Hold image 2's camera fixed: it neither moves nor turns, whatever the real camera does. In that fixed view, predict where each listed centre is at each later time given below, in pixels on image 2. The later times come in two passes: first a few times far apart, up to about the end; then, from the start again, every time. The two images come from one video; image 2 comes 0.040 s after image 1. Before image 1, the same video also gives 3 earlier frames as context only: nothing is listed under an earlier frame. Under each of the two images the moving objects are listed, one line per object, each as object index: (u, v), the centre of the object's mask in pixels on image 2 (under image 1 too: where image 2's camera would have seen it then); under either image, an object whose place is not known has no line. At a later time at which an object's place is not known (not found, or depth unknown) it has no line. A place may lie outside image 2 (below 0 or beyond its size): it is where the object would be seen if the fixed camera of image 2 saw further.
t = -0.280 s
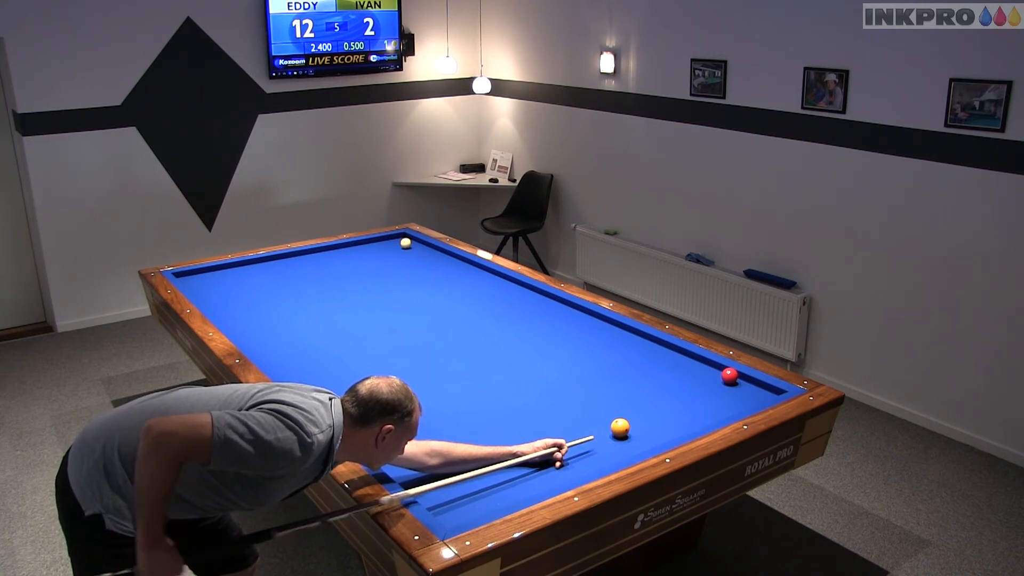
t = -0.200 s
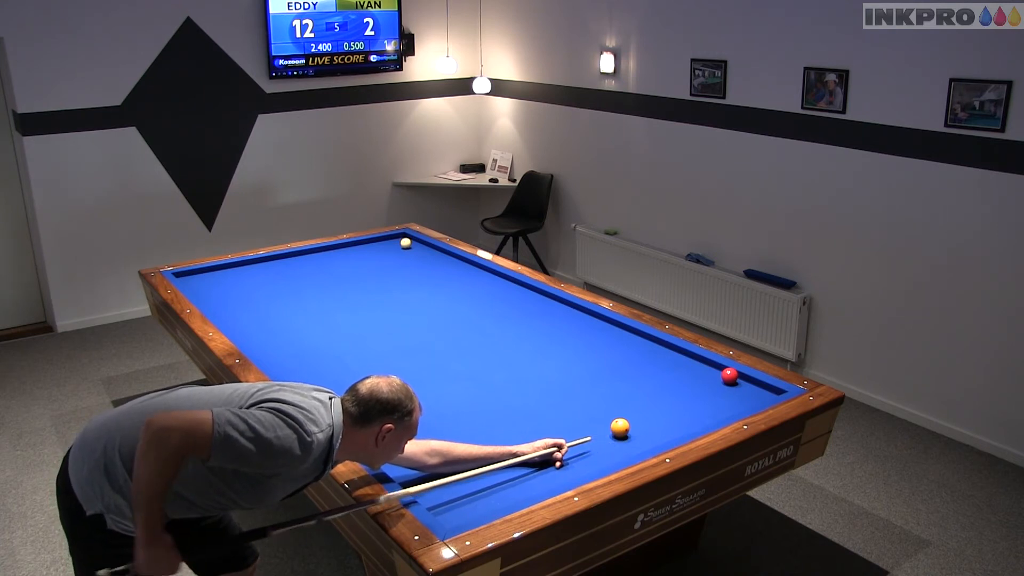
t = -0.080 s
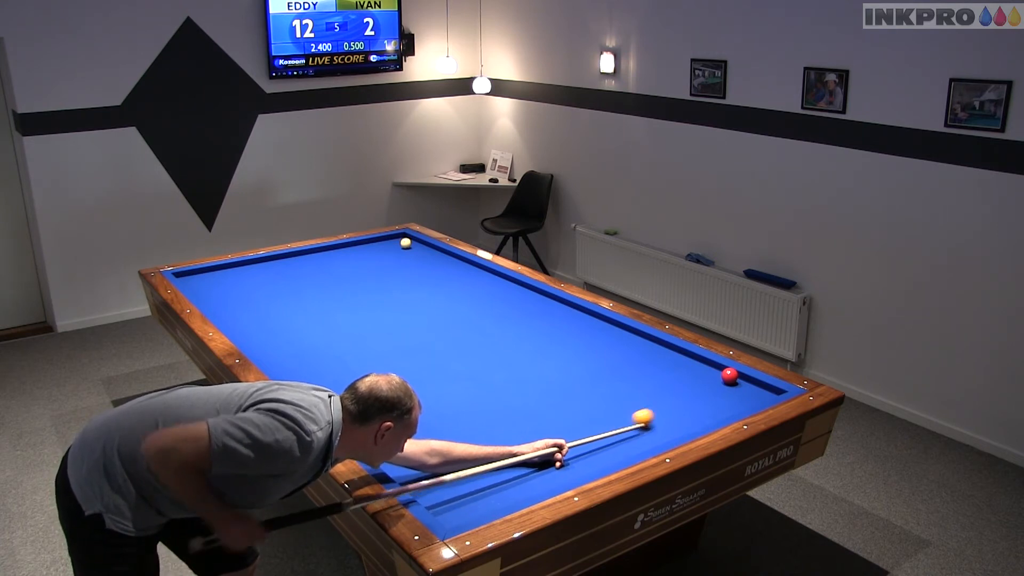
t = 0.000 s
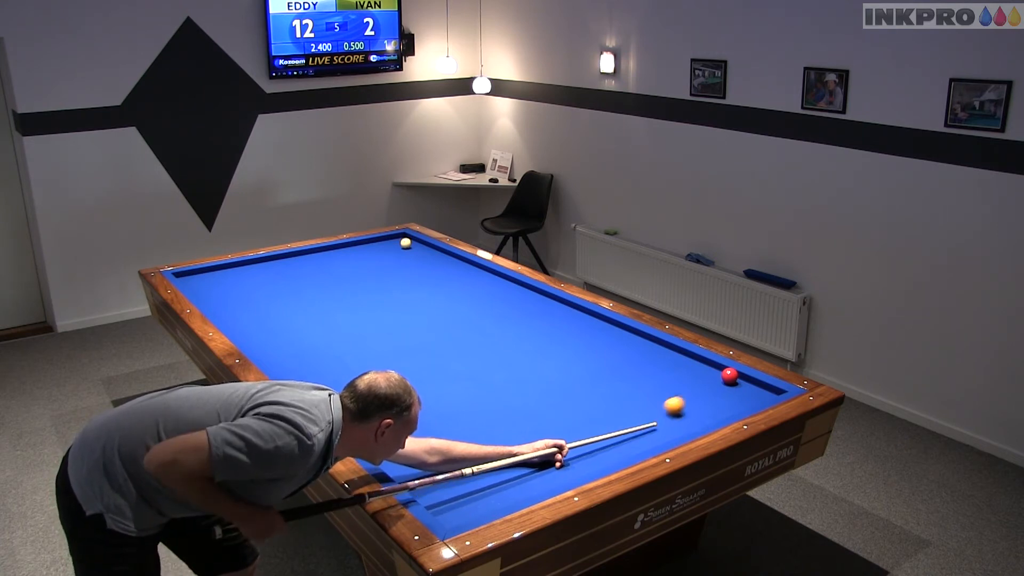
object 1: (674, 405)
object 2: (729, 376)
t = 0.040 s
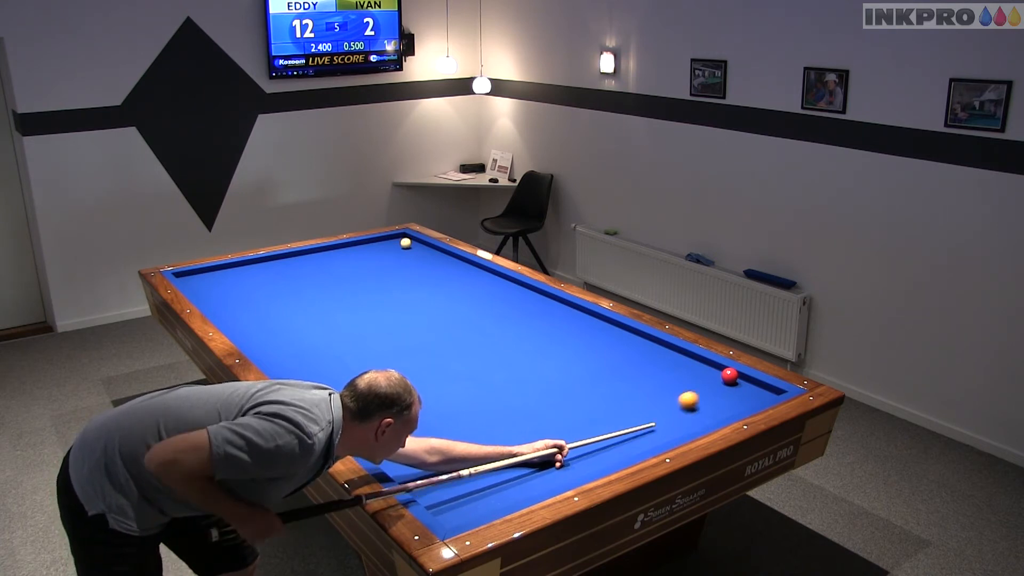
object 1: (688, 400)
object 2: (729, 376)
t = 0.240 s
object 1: (752, 382)
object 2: (726, 372)
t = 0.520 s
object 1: (709, 402)
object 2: (693, 365)
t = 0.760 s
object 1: (650, 403)
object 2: (667, 361)
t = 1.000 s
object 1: (591, 404)
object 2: (642, 357)
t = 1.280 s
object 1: (524, 405)
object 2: (614, 352)
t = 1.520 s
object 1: (467, 405)
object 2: (592, 348)
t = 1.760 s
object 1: (410, 406)
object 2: (570, 345)
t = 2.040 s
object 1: (346, 406)
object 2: (546, 341)
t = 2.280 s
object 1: (328, 395)
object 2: (527, 337)
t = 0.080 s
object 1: (701, 395)
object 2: (729, 376)
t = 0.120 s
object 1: (714, 390)
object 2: (729, 376)
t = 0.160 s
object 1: (726, 385)
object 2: (730, 373)
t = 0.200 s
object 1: (738, 382)
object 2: (727, 374)
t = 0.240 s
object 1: (752, 382)
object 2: (726, 372)
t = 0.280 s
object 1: (754, 388)
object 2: (721, 370)
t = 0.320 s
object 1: (755, 394)
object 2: (716, 369)
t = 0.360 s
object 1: (755, 398)
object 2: (711, 369)
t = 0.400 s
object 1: (745, 401)
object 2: (707, 368)
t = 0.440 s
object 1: (733, 402)
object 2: (702, 367)
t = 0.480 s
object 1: (721, 402)
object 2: (698, 366)
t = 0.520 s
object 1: (709, 402)
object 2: (693, 365)
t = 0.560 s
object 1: (699, 402)
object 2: (689, 364)
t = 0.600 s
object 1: (689, 402)
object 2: (684, 364)
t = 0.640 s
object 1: (679, 402)
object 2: (680, 363)
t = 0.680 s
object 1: (669, 403)
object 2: (676, 362)
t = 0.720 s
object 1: (659, 403)
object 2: (671, 362)
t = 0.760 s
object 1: (650, 403)
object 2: (667, 361)
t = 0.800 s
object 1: (640, 403)
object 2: (663, 360)
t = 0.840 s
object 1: (630, 403)
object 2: (659, 359)
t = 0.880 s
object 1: (620, 403)
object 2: (654, 359)
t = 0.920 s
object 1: (611, 403)
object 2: (650, 358)
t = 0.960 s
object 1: (601, 404)
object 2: (646, 357)
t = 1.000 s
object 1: (591, 404)
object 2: (642, 357)
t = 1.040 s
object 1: (582, 404)
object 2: (638, 356)
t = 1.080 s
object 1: (572, 404)
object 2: (634, 355)
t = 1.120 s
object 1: (562, 404)
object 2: (630, 355)
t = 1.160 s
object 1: (553, 404)
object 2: (626, 354)
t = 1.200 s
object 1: (543, 405)
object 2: (622, 353)
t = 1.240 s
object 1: (533, 405)
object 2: (618, 353)
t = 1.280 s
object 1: (524, 405)
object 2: (614, 352)
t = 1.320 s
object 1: (514, 405)
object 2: (611, 351)
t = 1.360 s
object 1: (505, 405)
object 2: (607, 351)
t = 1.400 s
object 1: (495, 405)
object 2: (603, 350)
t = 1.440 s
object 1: (486, 405)
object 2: (599, 349)
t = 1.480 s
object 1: (476, 405)
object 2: (595, 349)
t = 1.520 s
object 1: (467, 405)
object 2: (592, 348)
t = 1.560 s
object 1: (457, 405)
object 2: (588, 348)
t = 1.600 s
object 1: (448, 406)
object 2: (584, 347)
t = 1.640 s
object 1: (438, 406)
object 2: (581, 347)
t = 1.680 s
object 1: (429, 406)
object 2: (577, 346)
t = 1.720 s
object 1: (420, 406)
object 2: (574, 345)
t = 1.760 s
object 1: (410, 406)
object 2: (570, 345)
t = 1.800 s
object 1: (401, 406)
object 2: (567, 344)
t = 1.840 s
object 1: (392, 406)
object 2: (563, 344)
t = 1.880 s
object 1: (383, 406)
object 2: (560, 343)
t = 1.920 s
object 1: (374, 406)
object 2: (556, 342)
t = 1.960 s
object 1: (364, 406)
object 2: (553, 342)
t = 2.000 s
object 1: (355, 406)
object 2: (549, 341)
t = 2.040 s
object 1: (346, 406)
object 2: (546, 341)
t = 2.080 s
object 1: (337, 406)
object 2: (543, 340)
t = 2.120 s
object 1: (329, 406)
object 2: (540, 340)
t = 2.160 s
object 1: (323, 405)
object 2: (536, 339)
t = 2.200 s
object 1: (325, 402)
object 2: (533, 338)
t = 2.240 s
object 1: (327, 398)
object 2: (530, 338)
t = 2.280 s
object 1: (328, 395)
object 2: (527, 337)
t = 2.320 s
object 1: (329, 392)
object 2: (524, 337)
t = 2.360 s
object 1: (330, 389)
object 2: (520, 336)
